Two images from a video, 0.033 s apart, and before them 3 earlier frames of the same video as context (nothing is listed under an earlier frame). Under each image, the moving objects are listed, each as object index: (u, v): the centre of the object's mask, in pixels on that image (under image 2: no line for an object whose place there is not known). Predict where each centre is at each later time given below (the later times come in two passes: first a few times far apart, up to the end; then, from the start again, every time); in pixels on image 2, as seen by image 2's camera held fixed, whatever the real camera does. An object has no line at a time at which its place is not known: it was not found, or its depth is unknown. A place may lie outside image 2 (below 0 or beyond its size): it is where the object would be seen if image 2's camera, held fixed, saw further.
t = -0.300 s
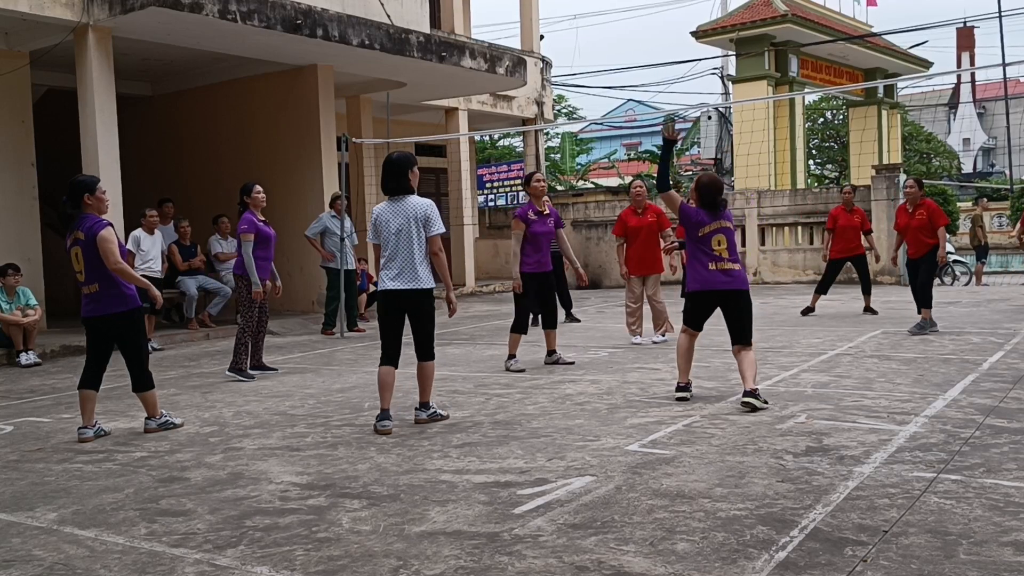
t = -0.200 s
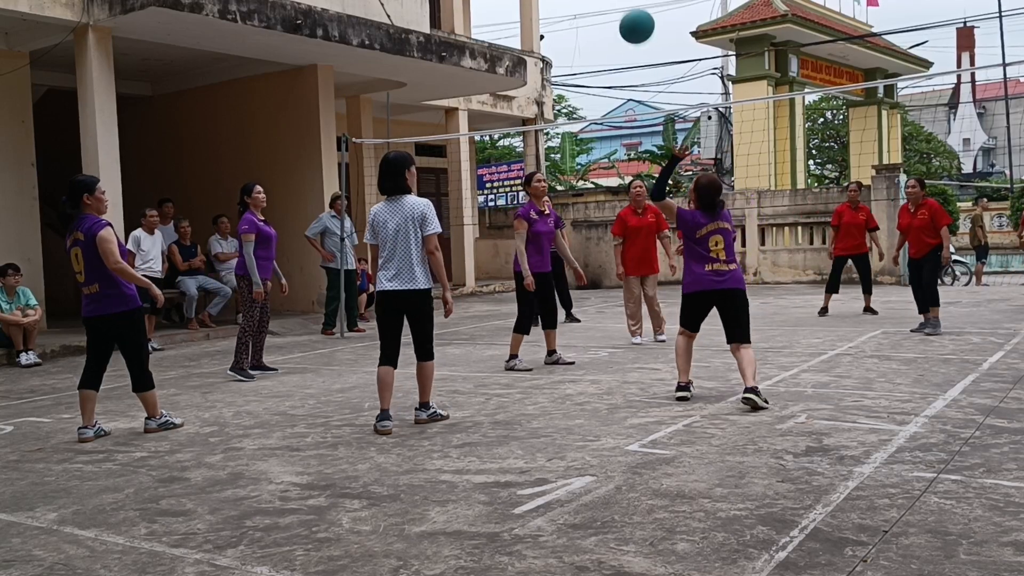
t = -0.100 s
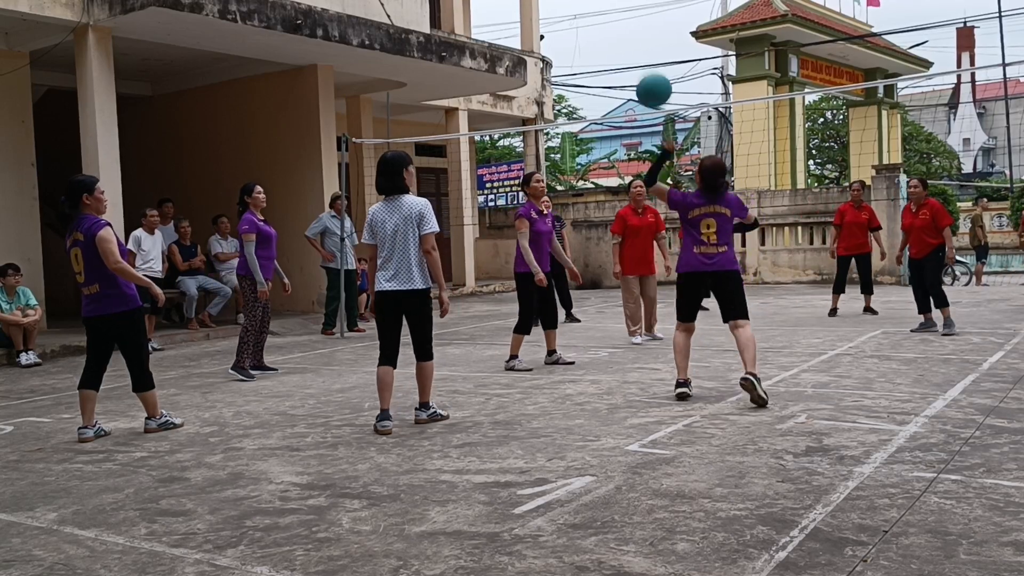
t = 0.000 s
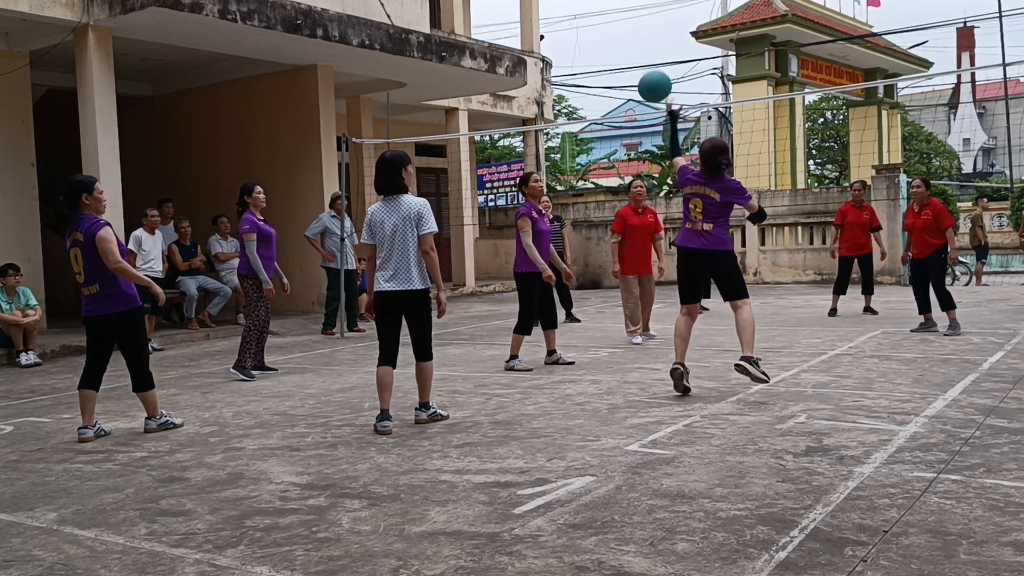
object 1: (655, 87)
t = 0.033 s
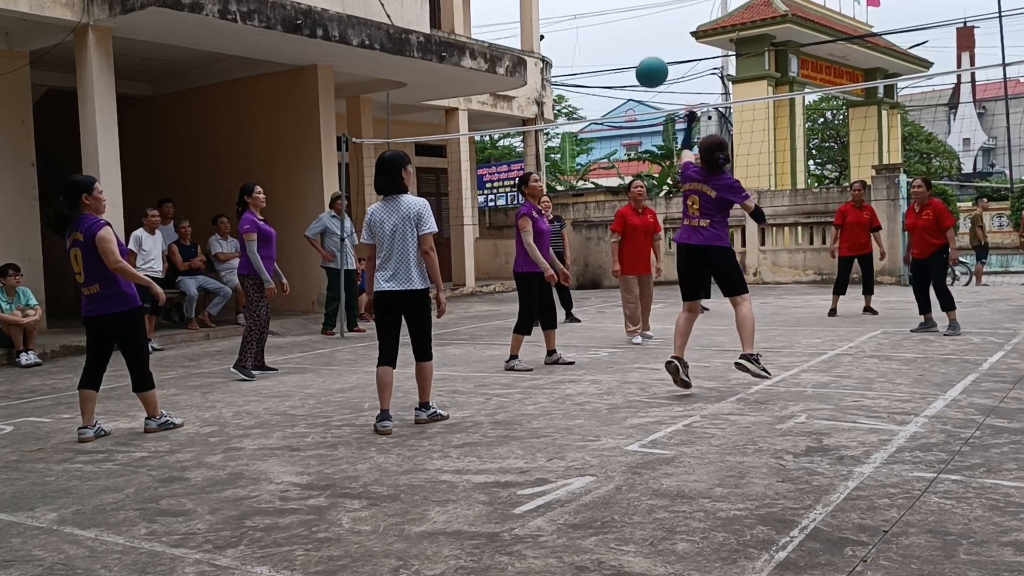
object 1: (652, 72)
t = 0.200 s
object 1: (637, 35)
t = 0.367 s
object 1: (626, 40)
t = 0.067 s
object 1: (649, 61)
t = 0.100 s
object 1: (646, 51)
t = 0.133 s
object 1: (643, 44)
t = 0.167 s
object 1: (640, 39)
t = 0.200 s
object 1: (637, 35)
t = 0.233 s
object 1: (634, 33)
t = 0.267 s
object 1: (632, 33)
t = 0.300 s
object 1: (630, 34)
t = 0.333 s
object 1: (628, 37)
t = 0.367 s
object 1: (626, 40)
